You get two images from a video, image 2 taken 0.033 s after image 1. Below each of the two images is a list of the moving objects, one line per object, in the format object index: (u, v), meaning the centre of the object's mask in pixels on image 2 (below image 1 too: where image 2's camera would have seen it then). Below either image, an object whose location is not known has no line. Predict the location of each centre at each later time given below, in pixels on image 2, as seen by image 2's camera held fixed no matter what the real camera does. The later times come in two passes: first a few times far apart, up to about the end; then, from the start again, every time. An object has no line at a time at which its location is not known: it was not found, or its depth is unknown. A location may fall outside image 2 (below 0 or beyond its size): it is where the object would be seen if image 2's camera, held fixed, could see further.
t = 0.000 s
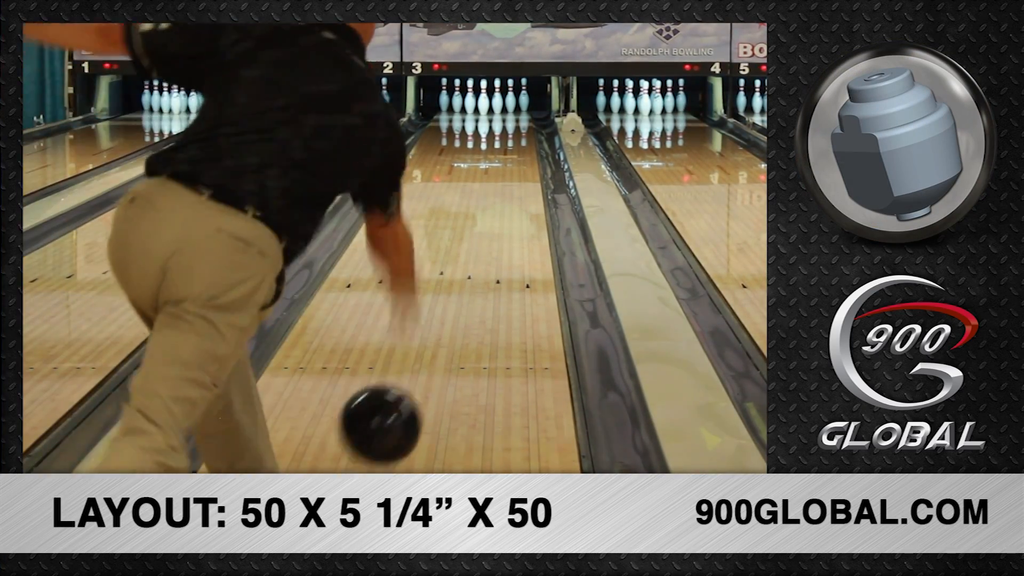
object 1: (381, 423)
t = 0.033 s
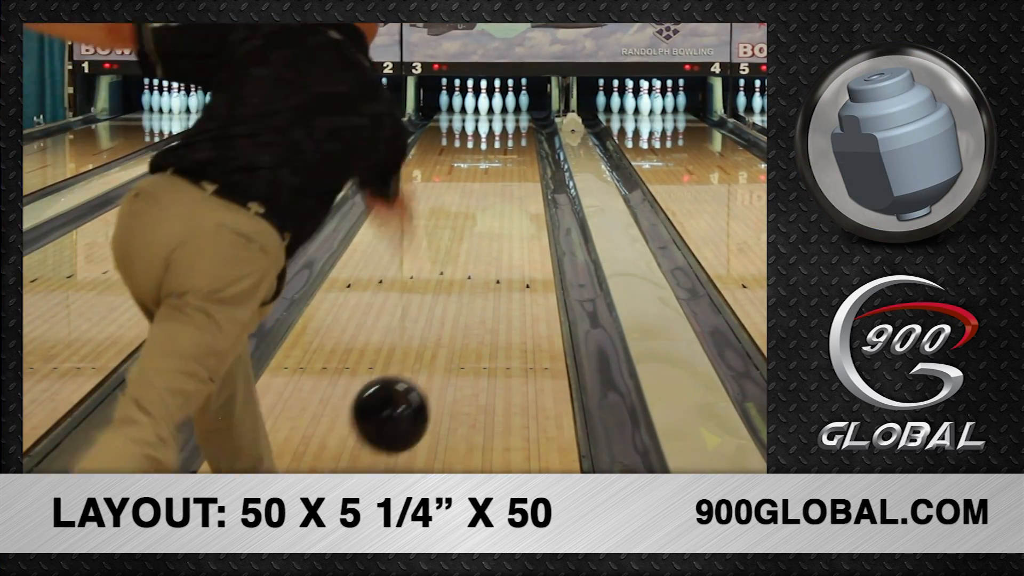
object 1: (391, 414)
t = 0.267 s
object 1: (439, 332)
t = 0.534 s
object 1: (472, 260)
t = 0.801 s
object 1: (492, 215)
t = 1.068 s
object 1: (505, 182)
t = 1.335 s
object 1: (514, 158)
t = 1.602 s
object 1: (517, 140)
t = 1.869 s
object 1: (516, 127)
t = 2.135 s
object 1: (507, 115)
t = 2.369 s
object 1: (494, 108)
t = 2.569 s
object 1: (488, 104)
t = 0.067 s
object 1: (399, 409)
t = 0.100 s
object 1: (408, 400)
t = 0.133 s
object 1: (415, 384)
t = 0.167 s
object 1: (422, 370)
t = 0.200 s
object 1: (428, 356)
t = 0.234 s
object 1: (434, 344)
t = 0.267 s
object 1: (439, 332)
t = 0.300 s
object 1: (444, 321)
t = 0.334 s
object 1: (449, 310)
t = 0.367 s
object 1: (454, 300)
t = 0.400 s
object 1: (458, 291)
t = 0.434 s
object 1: (462, 283)
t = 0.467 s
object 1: (465, 275)
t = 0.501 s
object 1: (469, 268)
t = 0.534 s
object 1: (472, 260)
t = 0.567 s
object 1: (475, 253)
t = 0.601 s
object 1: (478, 247)
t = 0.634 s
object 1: (481, 241)
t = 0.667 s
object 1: (483, 236)
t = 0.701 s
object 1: (486, 230)
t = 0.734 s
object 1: (488, 225)
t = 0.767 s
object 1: (490, 220)
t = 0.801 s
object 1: (492, 215)
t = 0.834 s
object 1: (494, 210)
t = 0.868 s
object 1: (496, 205)
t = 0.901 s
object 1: (498, 201)
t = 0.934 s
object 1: (499, 196)
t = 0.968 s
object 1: (501, 193)
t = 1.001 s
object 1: (502, 189)
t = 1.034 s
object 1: (504, 185)
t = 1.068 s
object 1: (505, 182)
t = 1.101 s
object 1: (506, 178)
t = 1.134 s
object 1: (508, 175)
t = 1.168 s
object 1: (509, 172)
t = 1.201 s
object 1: (510, 169)
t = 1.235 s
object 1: (511, 166)
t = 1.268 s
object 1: (512, 163)
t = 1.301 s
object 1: (513, 160)
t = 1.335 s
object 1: (514, 158)
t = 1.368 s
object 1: (514, 155)
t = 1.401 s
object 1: (515, 153)
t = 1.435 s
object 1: (516, 150)
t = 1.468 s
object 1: (516, 148)
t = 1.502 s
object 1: (517, 146)
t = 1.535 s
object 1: (517, 144)
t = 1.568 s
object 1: (517, 142)
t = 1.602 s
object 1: (517, 140)
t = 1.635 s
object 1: (518, 138)
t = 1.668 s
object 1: (518, 136)
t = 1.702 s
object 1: (518, 134)
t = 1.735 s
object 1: (518, 133)
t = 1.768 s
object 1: (517, 131)
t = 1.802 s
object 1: (517, 130)
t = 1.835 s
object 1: (517, 128)
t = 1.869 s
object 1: (516, 127)
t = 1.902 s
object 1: (515, 125)
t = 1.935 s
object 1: (514, 123)
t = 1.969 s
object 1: (514, 122)
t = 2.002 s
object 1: (512, 121)
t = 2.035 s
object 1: (512, 120)
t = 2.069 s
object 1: (510, 118)
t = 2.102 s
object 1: (509, 117)
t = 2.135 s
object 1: (507, 115)
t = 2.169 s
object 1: (505, 114)
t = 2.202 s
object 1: (504, 114)
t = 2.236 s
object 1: (502, 113)
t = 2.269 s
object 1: (500, 112)
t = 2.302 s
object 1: (498, 111)
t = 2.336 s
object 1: (496, 109)
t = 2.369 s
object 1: (494, 108)
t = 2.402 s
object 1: (493, 107)
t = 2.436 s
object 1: (491, 106)
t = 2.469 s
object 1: (491, 106)
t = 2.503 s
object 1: (491, 105)
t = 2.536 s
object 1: (489, 105)
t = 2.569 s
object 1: (488, 104)
